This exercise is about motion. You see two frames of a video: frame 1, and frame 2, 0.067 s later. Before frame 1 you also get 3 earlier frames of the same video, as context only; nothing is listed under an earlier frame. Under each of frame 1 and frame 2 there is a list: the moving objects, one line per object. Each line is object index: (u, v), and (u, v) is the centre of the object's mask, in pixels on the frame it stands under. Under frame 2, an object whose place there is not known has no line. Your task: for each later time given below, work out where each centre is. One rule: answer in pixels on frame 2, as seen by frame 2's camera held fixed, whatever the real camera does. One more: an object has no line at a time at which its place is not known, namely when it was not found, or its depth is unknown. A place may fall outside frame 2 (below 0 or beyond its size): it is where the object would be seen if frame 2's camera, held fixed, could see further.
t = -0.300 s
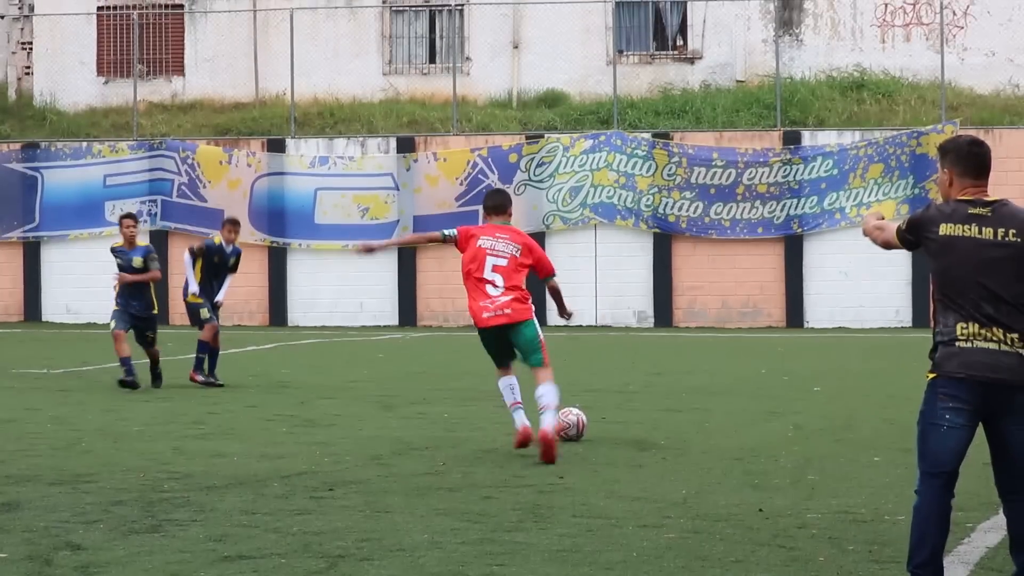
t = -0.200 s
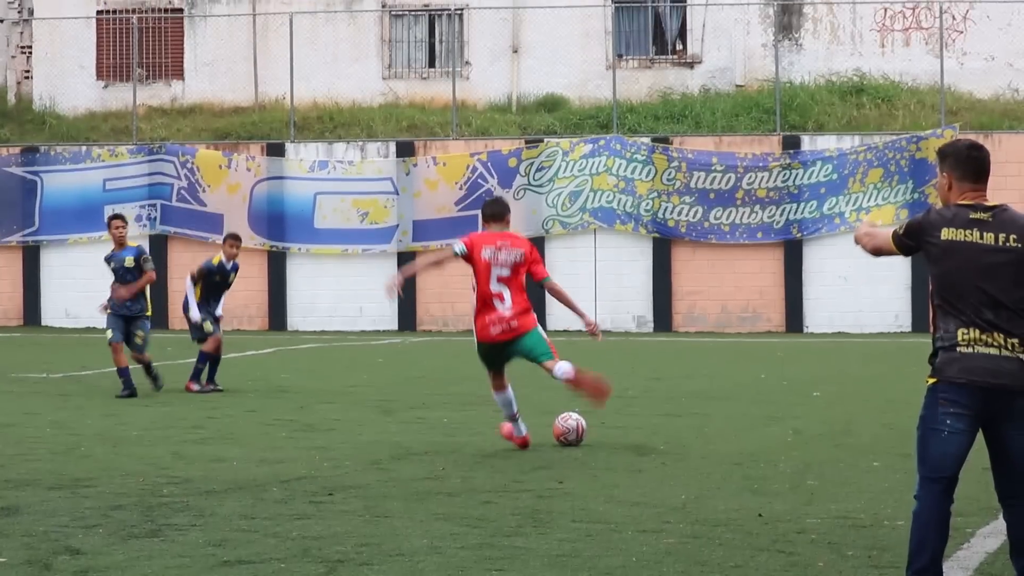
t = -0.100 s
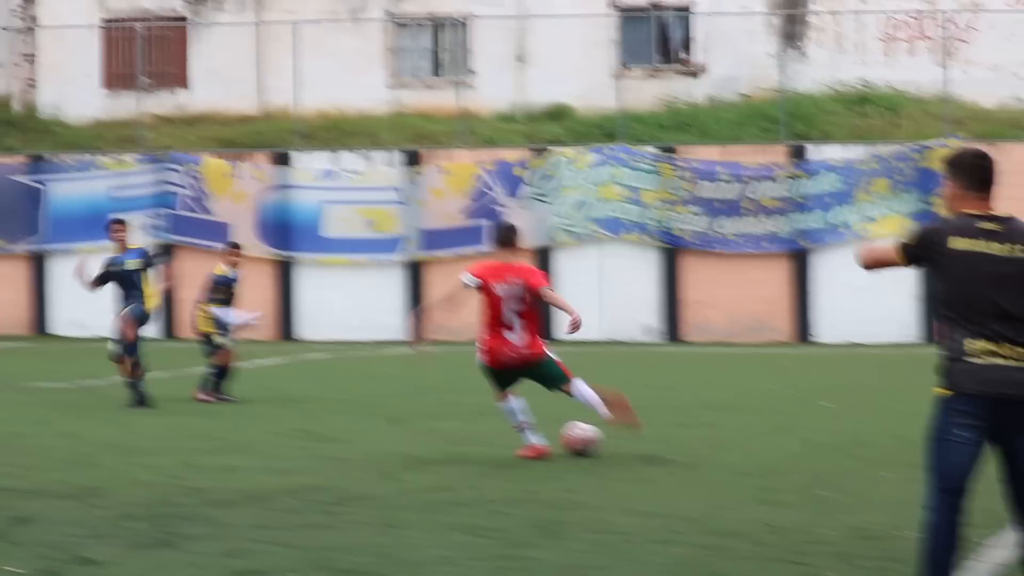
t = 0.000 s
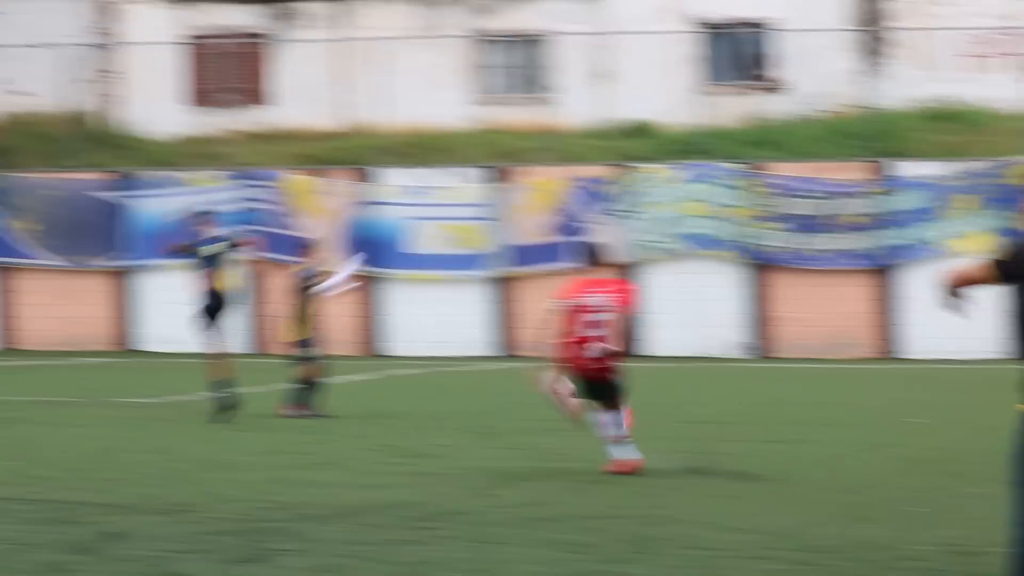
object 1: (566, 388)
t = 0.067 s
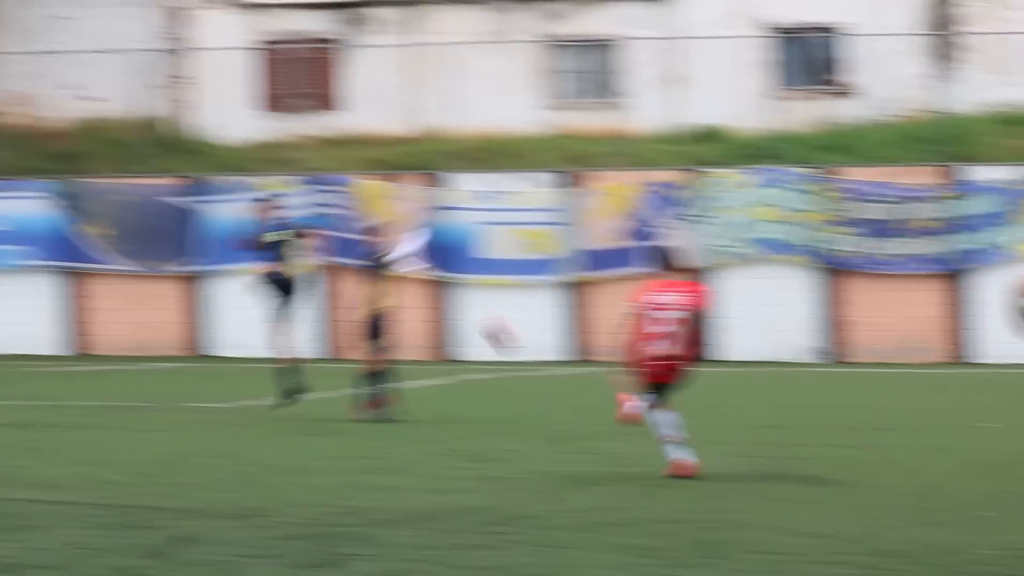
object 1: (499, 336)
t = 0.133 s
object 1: (372, 277)
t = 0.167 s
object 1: (315, 251)
